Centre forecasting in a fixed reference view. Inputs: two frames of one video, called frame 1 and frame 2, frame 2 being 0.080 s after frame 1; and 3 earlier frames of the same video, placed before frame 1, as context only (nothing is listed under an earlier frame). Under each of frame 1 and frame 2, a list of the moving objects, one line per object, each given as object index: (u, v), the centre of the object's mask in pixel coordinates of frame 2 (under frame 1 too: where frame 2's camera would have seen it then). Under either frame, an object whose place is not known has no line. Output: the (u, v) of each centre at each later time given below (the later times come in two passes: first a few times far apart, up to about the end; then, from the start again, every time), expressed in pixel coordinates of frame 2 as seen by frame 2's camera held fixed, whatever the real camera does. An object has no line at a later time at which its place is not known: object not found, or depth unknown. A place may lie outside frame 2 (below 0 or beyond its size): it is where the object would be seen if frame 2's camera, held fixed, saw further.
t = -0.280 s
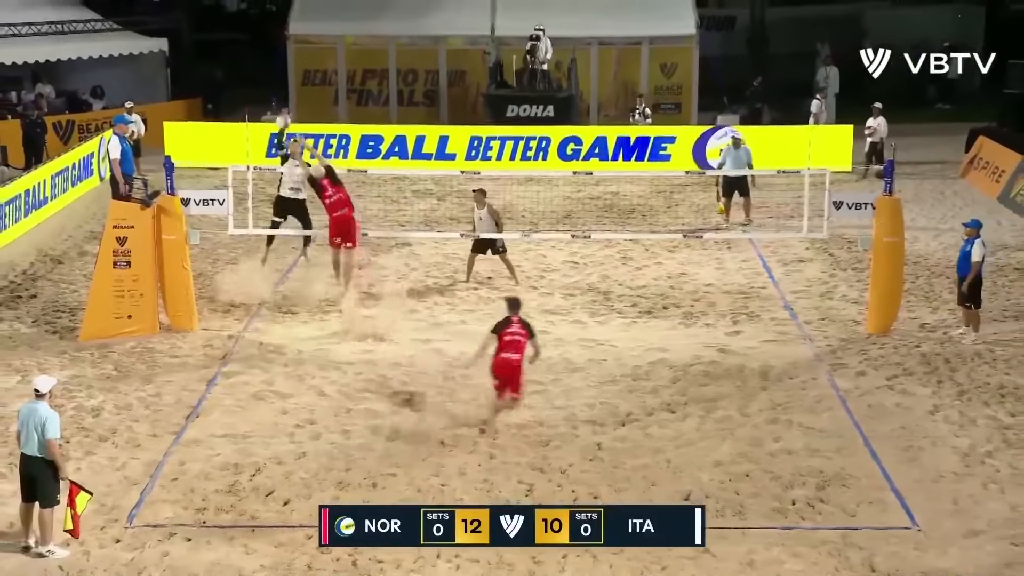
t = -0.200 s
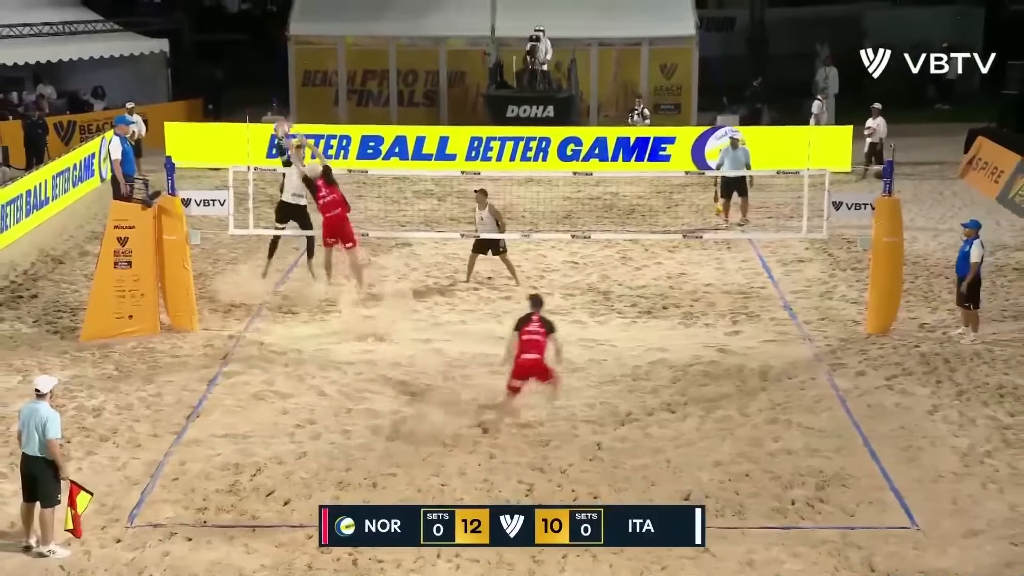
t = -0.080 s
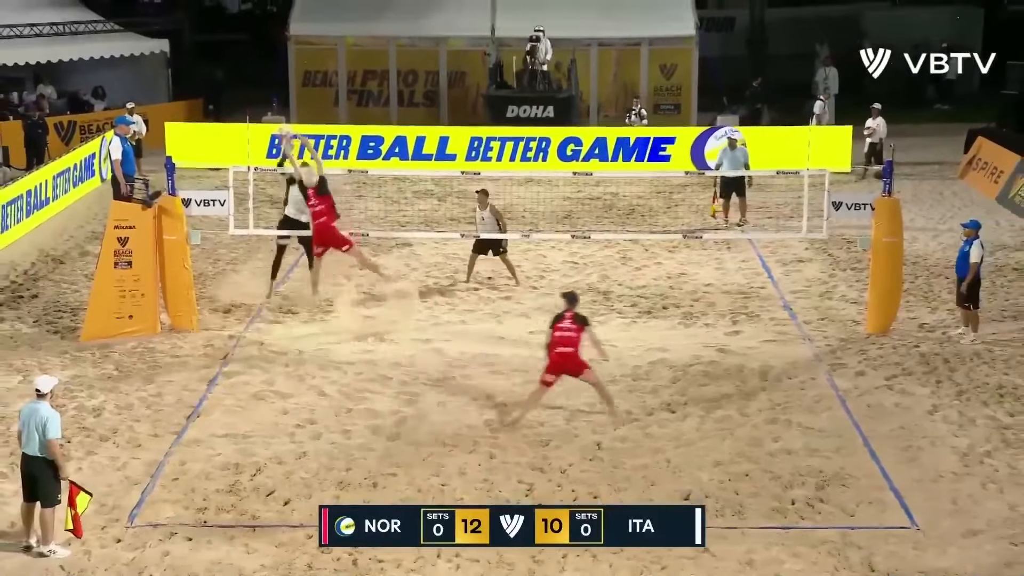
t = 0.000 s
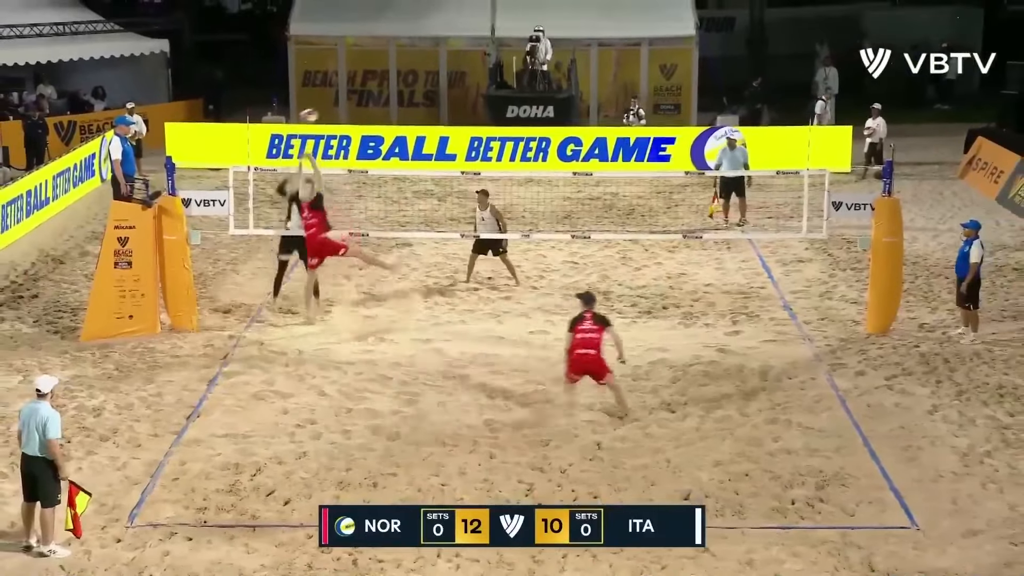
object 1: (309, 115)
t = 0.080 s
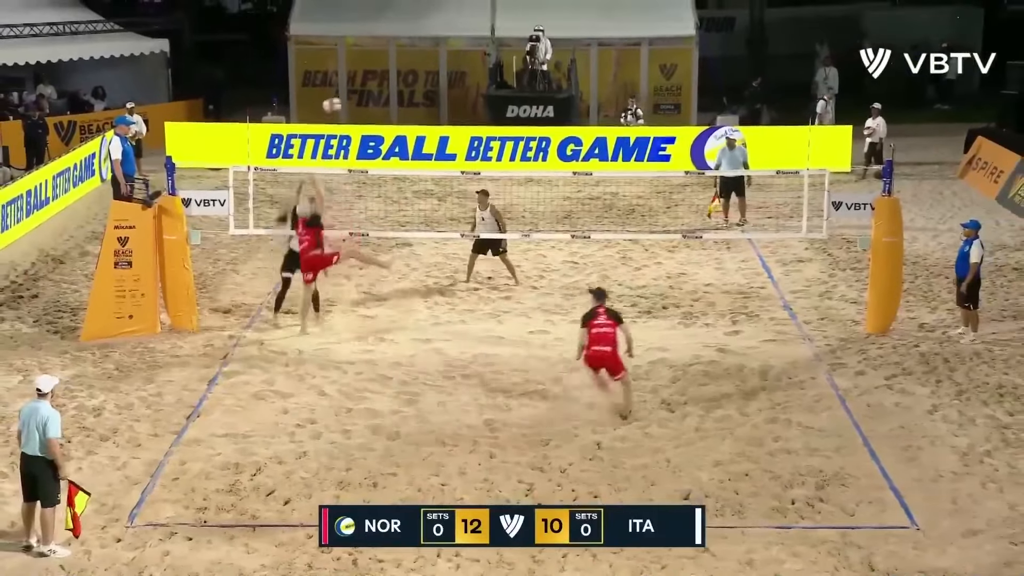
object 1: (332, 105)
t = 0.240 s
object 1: (377, 95)
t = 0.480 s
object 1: (440, 110)
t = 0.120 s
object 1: (344, 101)
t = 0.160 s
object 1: (355, 98)
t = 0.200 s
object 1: (366, 96)
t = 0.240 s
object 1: (377, 95)
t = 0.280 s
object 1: (388, 95)
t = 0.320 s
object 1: (399, 96)
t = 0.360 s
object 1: (409, 98)
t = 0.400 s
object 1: (419, 101)
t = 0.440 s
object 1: (430, 105)
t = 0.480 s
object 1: (440, 110)
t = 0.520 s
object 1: (450, 115)
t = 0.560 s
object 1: (460, 121)
